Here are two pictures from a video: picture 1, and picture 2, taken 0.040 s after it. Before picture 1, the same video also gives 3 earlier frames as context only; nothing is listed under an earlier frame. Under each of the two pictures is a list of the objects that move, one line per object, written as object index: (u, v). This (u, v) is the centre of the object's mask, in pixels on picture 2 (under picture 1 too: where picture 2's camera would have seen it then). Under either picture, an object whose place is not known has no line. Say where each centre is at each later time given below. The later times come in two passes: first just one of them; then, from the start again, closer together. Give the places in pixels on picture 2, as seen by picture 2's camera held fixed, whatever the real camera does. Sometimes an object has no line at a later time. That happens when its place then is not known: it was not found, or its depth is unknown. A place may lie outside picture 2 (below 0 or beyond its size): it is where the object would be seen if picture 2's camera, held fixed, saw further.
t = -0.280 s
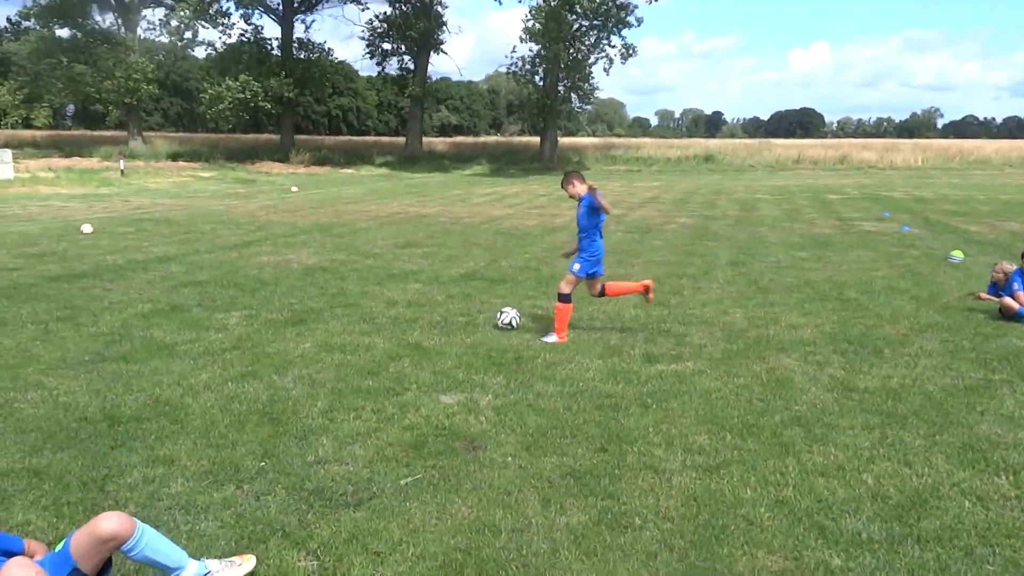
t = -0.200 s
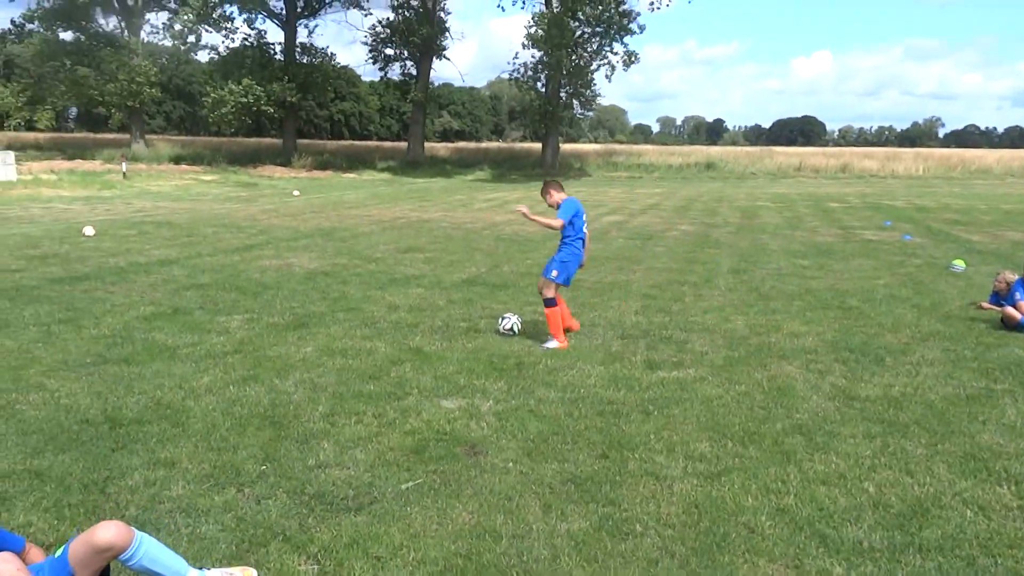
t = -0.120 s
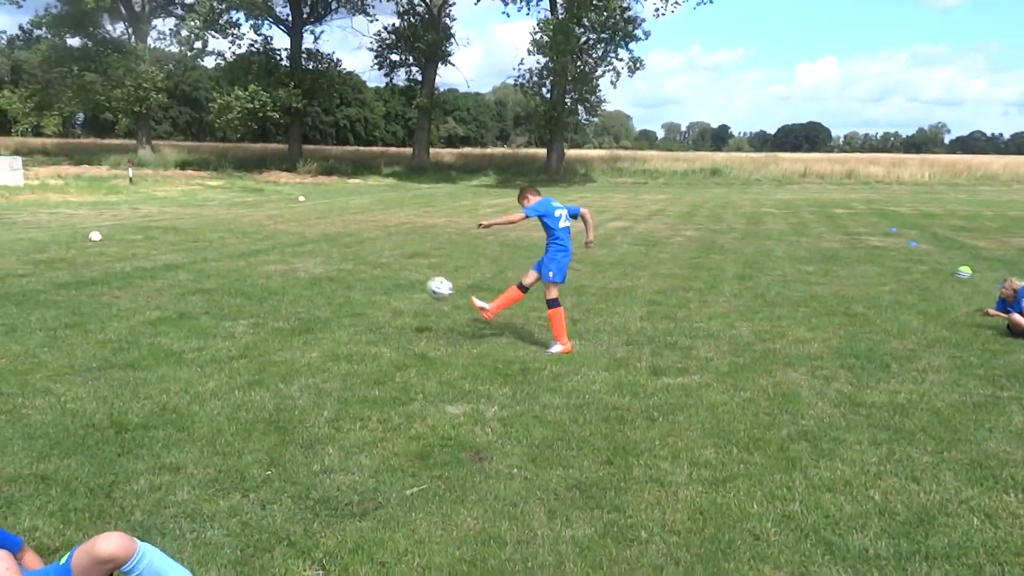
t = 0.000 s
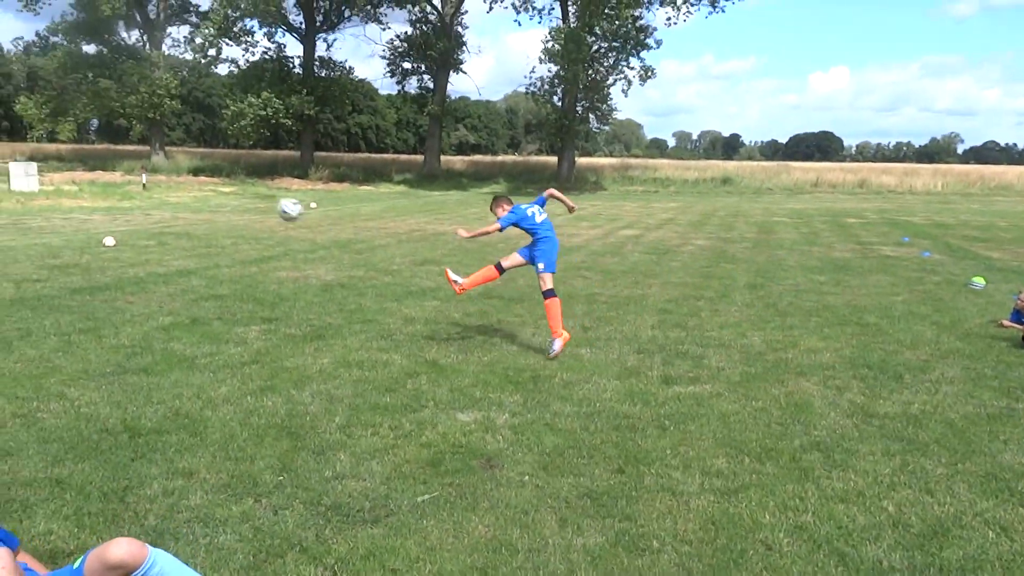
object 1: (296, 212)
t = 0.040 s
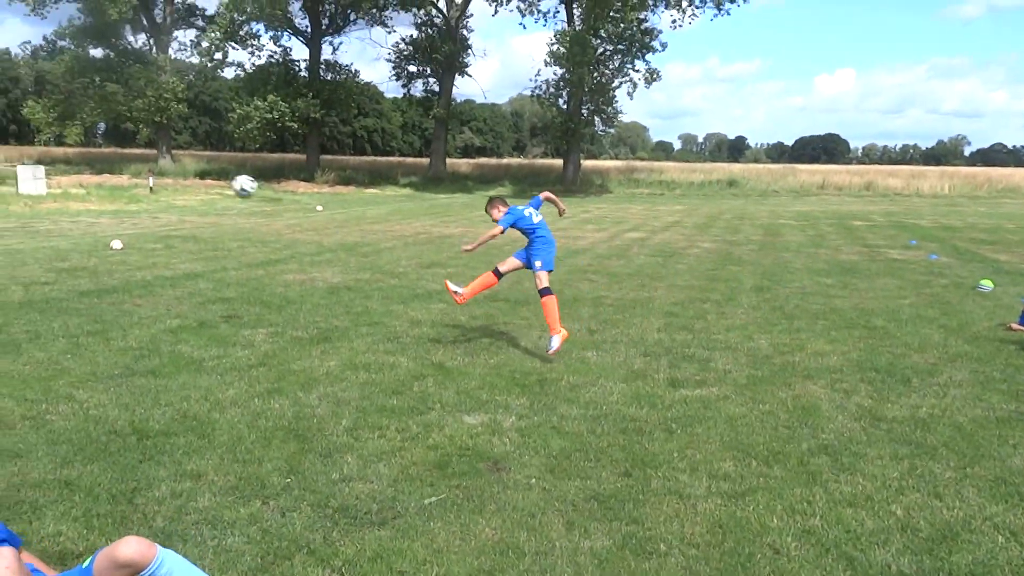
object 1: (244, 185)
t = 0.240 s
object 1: (1, 81)
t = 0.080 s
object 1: (193, 161)
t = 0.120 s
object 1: (144, 139)
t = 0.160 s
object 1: (95, 119)
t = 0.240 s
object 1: (1, 81)
